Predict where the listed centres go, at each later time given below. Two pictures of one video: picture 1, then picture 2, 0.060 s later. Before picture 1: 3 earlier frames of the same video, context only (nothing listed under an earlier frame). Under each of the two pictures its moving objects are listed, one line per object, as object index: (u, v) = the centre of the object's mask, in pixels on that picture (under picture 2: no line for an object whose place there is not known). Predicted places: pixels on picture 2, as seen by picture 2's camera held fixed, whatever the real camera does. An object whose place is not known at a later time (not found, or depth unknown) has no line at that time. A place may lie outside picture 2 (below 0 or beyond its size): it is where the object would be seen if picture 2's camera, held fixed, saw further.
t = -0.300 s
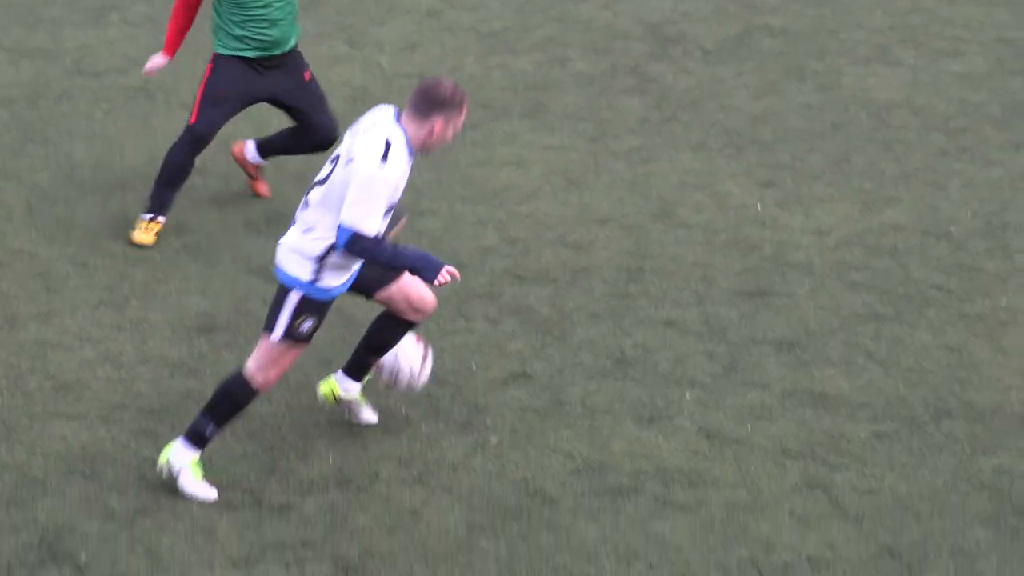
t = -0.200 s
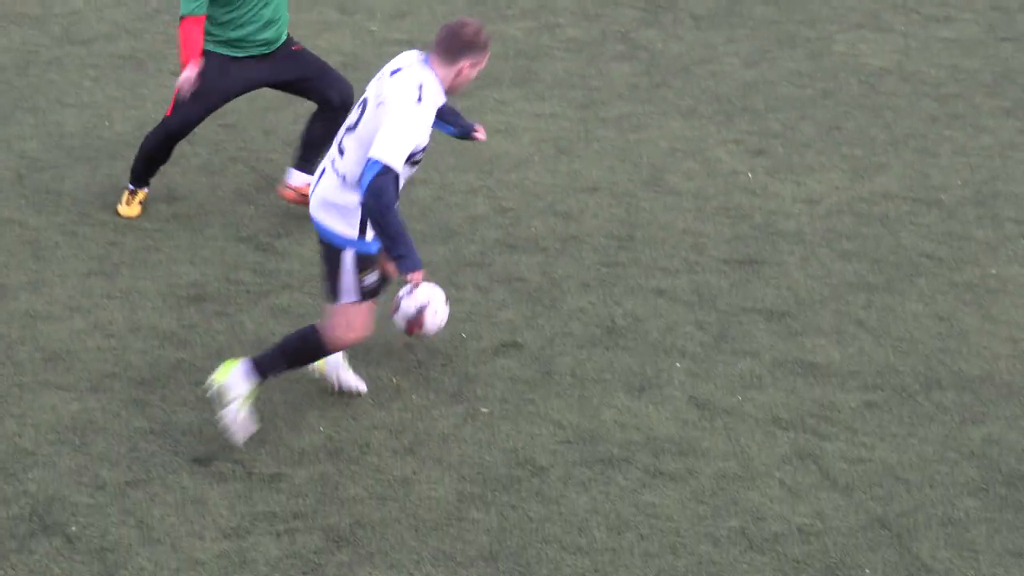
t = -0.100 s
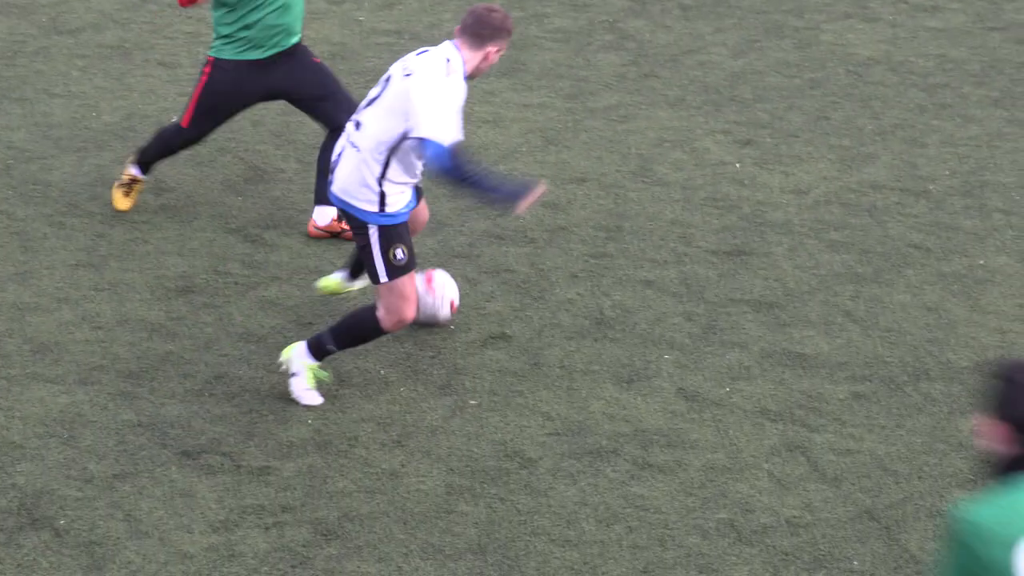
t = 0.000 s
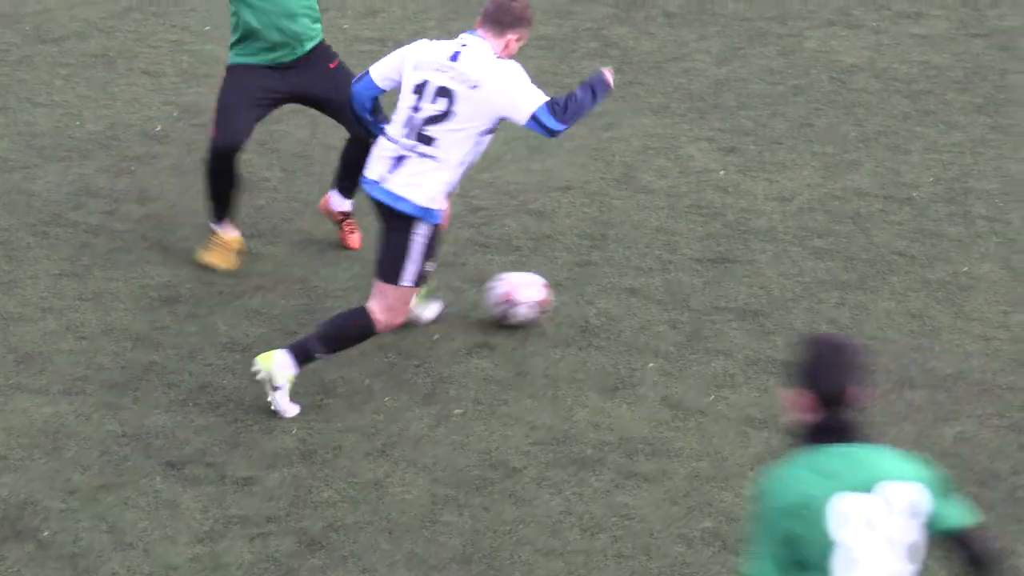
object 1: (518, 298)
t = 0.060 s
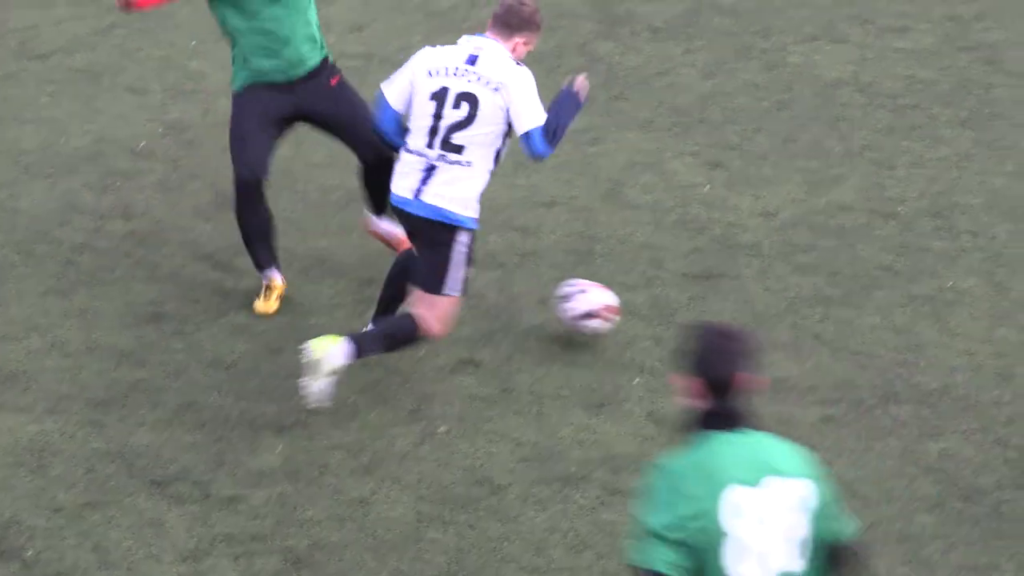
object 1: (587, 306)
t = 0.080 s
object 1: (614, 305)
